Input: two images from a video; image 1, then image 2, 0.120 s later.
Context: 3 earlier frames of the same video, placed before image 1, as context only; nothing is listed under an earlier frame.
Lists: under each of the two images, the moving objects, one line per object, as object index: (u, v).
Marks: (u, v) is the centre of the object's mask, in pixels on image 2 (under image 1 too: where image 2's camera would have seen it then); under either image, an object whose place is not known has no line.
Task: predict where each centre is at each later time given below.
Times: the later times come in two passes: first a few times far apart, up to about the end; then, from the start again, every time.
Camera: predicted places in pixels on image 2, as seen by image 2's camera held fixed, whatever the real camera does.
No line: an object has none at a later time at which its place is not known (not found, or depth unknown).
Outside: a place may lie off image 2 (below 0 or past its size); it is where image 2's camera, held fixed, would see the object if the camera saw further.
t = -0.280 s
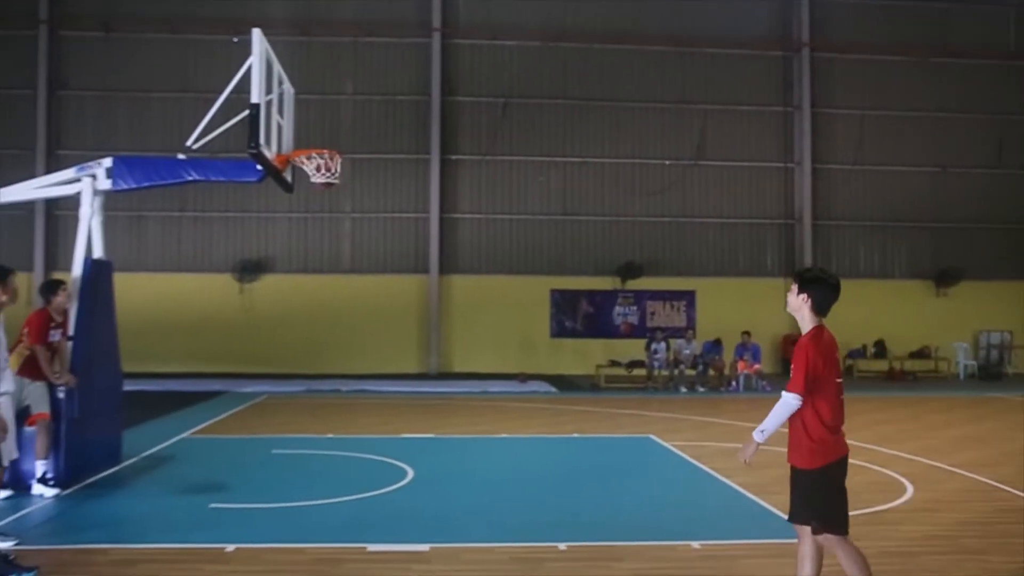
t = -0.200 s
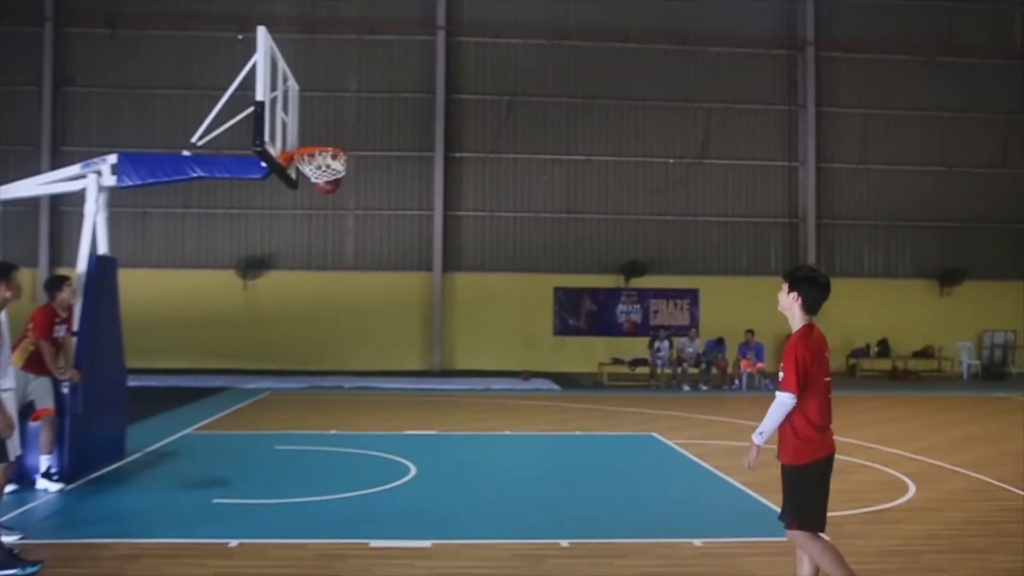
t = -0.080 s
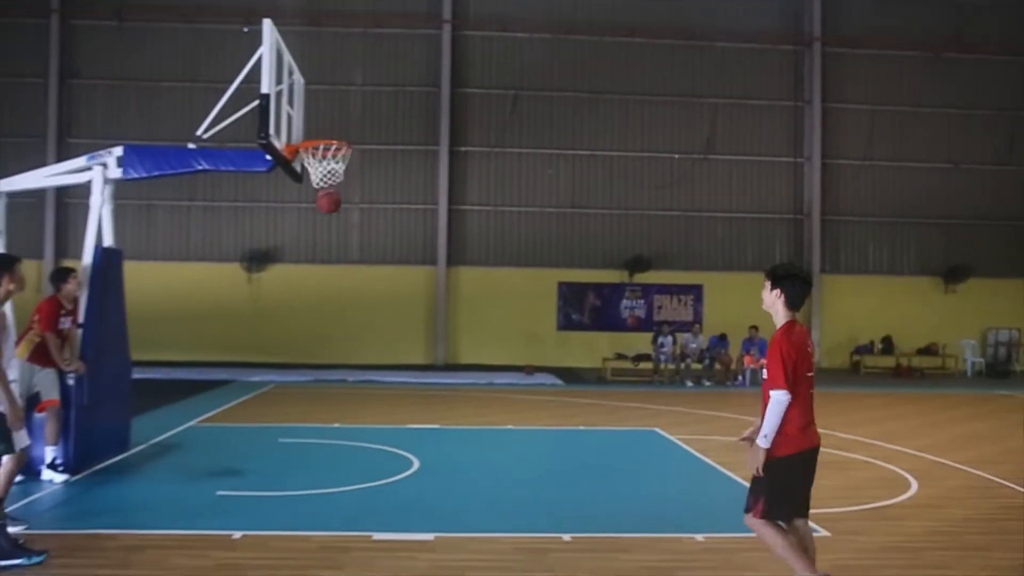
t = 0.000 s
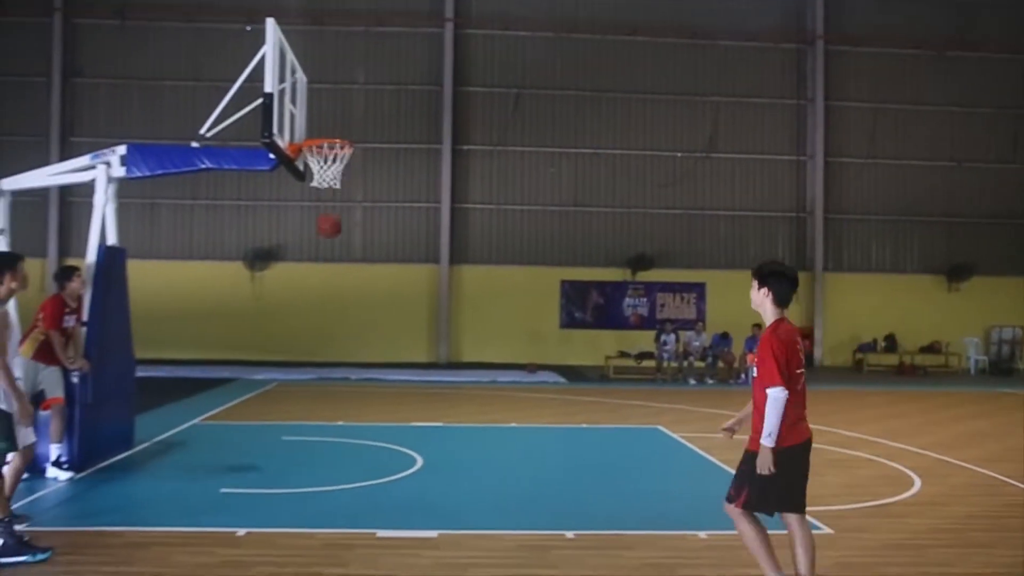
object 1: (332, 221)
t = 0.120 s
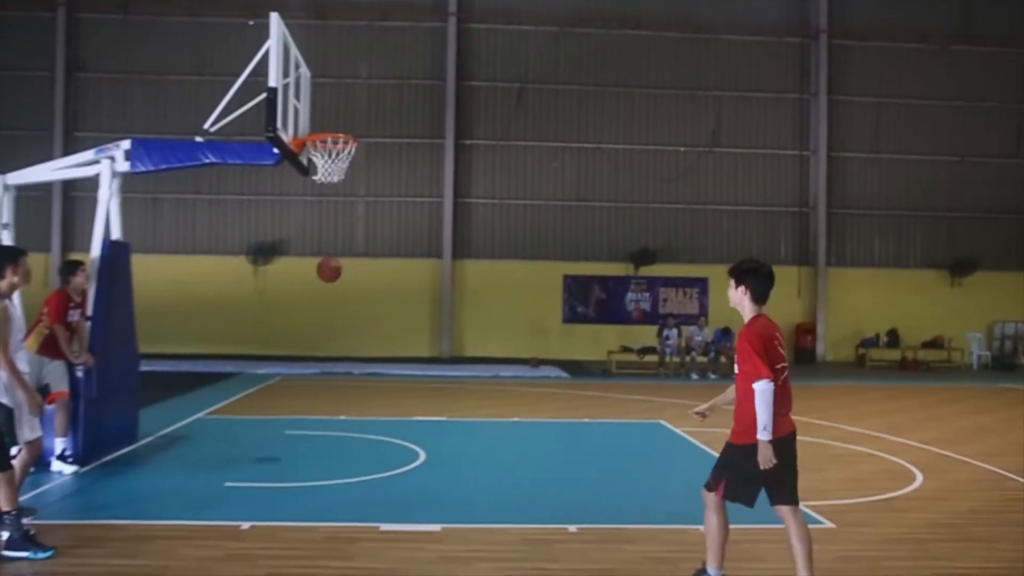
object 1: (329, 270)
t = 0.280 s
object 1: (325, 360)
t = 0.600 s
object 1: (316, 342)
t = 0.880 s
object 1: (308, 263)
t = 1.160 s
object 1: (297, 263)
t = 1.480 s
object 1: (284, 351)
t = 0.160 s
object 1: (328, 290)
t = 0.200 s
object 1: (327, 311)
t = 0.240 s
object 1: (326, 335)
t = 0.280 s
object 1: (325, 360)
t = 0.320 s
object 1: (324, 386)
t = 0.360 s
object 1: (322, 414)
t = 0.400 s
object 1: (321, 443)
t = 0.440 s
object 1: (319, 422)
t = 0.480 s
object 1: (318, 400)
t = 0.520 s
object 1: (318, 379)
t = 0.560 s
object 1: (318, 360)
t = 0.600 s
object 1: (316, 342)
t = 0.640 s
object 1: (315, 326)
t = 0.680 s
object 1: (313, 311)
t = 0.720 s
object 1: (313, 298)
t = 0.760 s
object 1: (312, 287)
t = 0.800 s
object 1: (310, 277)
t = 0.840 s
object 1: (309, 269)
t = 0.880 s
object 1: (308, 263)
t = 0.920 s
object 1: (305, 257)
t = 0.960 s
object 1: (304, 255)
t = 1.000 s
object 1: (303, 255)
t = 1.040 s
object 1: (302, 254)
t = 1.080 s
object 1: (301, 255)
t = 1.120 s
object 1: (299, 258)
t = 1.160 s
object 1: (297, 263)
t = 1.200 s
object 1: (296, 268)
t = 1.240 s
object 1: (295, 275)
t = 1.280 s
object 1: (293, 284)
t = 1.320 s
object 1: (291, 295)
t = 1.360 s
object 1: (289, 306)
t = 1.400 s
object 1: (287, 319)
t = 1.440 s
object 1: (285, 335)
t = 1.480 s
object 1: (284, 351)
